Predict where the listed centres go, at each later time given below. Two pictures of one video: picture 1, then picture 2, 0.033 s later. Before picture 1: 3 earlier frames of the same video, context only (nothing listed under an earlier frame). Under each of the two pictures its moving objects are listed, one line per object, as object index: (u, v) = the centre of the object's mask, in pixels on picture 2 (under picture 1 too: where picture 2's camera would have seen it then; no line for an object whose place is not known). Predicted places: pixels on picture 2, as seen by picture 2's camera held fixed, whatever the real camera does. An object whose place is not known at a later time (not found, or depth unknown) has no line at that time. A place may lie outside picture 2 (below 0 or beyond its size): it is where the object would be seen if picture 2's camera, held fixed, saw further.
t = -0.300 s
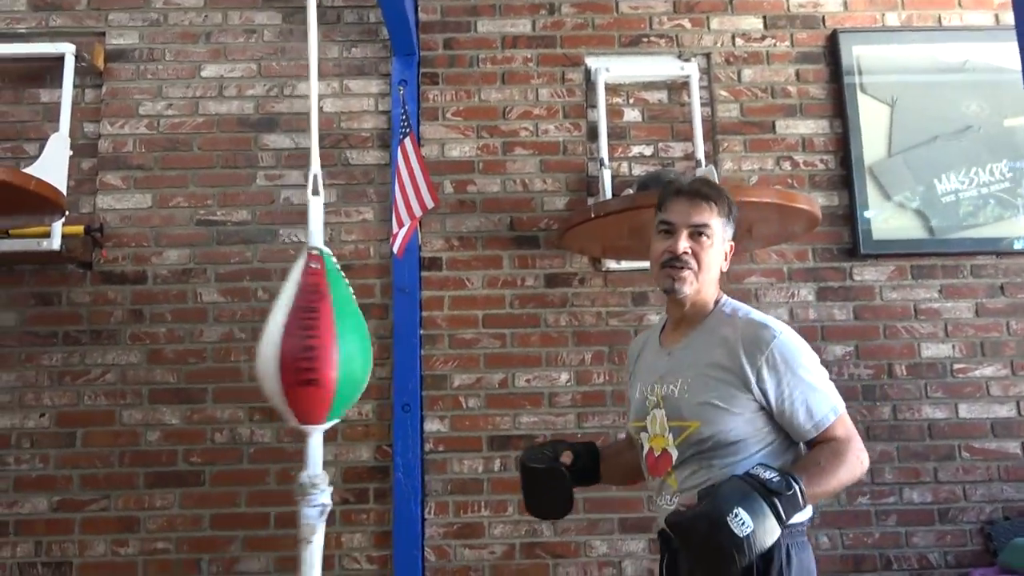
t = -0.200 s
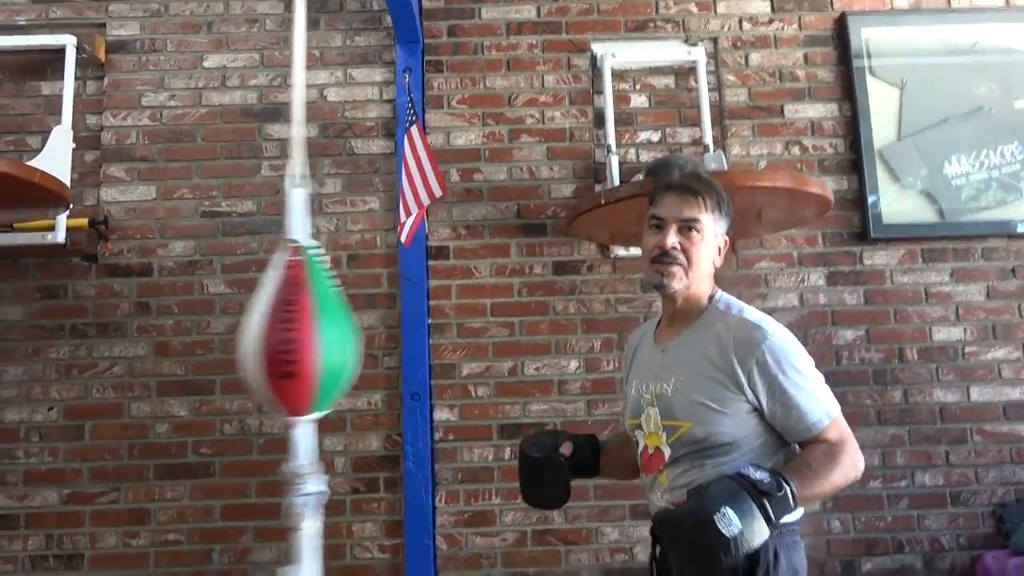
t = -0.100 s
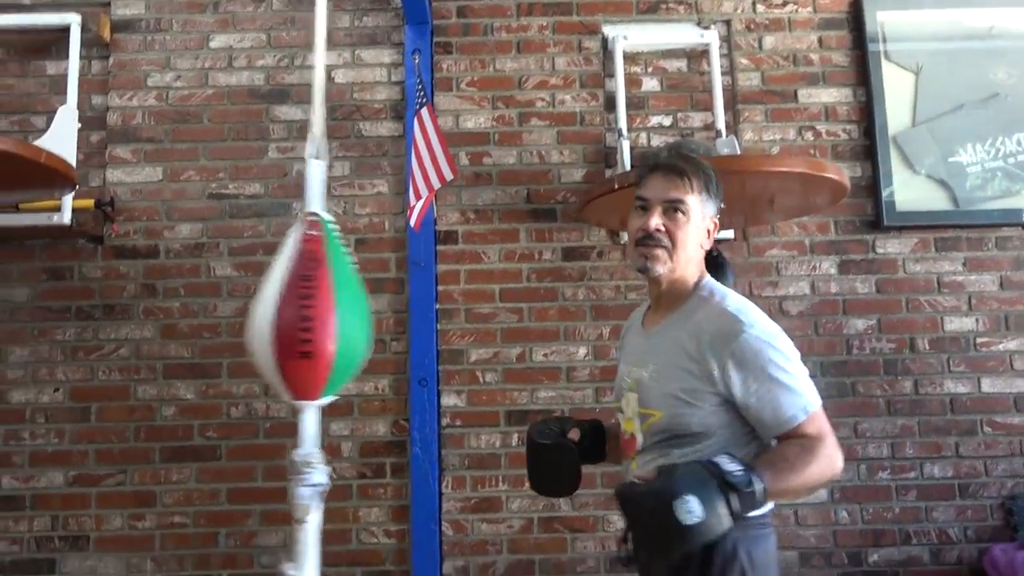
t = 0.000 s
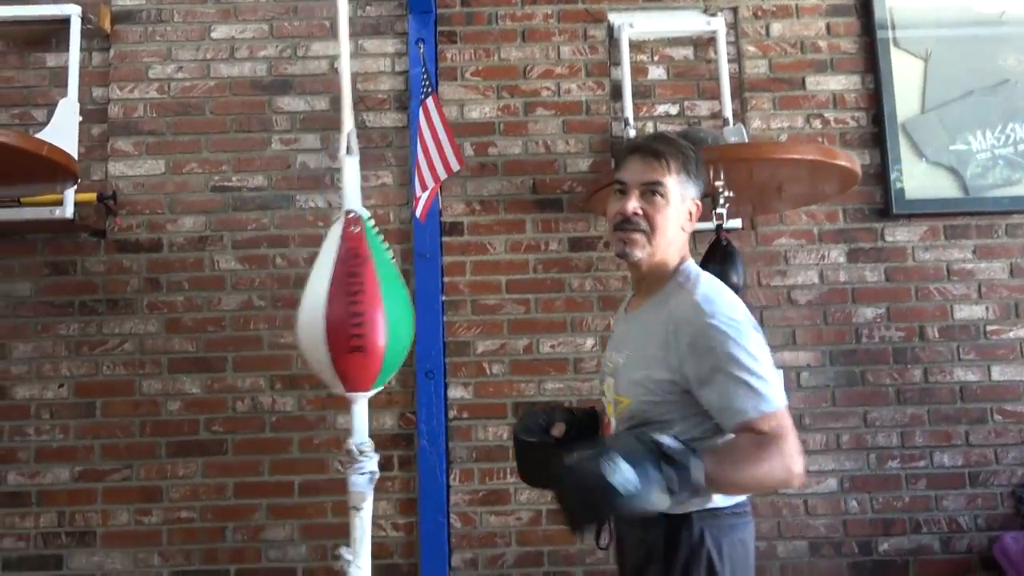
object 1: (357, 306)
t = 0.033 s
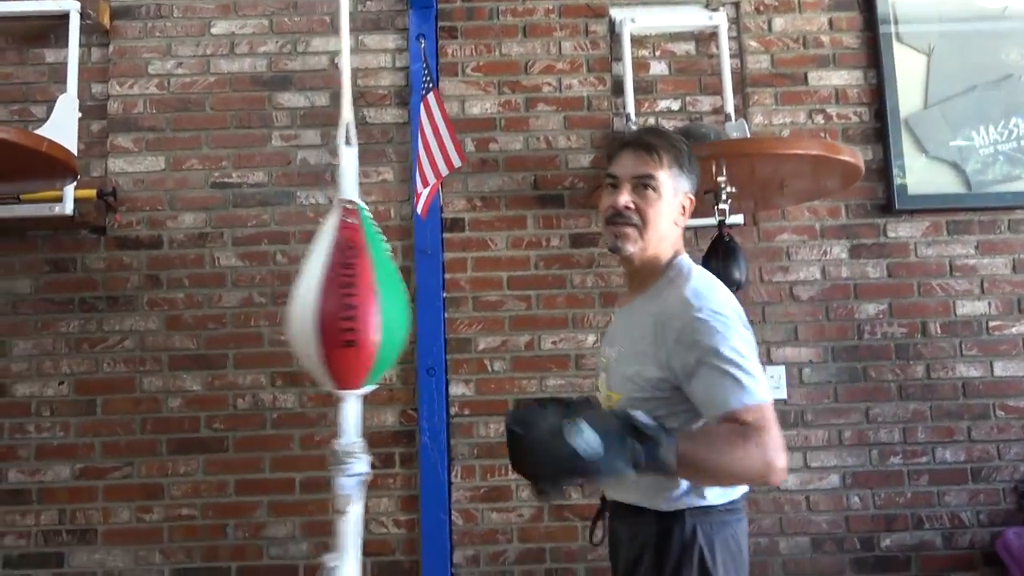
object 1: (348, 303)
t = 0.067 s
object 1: (319, 303)
